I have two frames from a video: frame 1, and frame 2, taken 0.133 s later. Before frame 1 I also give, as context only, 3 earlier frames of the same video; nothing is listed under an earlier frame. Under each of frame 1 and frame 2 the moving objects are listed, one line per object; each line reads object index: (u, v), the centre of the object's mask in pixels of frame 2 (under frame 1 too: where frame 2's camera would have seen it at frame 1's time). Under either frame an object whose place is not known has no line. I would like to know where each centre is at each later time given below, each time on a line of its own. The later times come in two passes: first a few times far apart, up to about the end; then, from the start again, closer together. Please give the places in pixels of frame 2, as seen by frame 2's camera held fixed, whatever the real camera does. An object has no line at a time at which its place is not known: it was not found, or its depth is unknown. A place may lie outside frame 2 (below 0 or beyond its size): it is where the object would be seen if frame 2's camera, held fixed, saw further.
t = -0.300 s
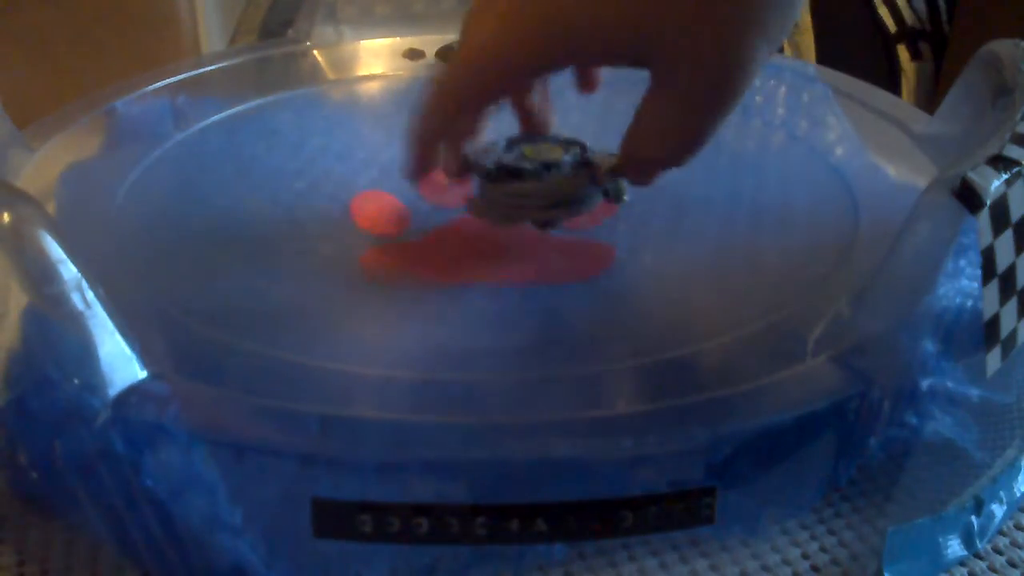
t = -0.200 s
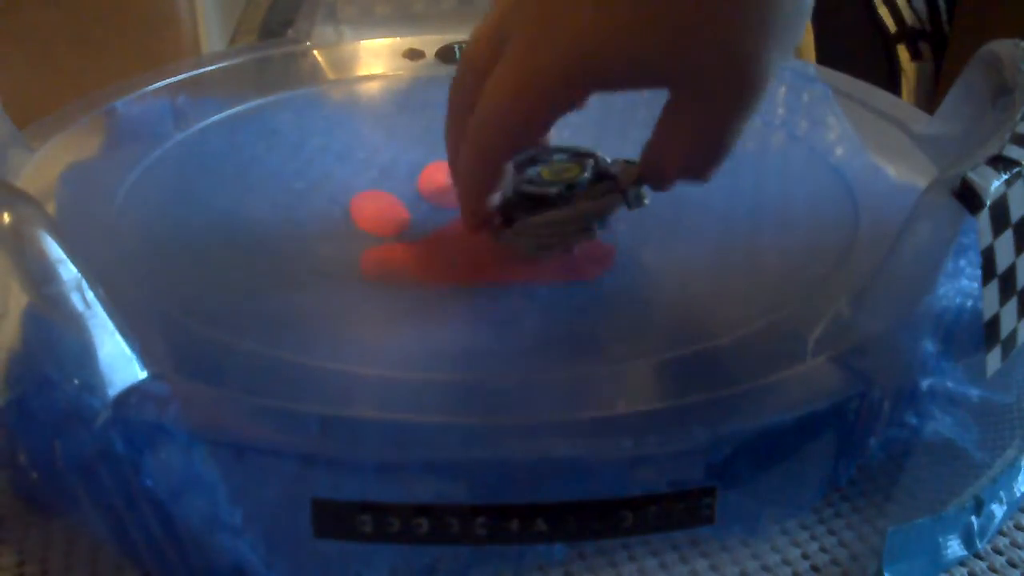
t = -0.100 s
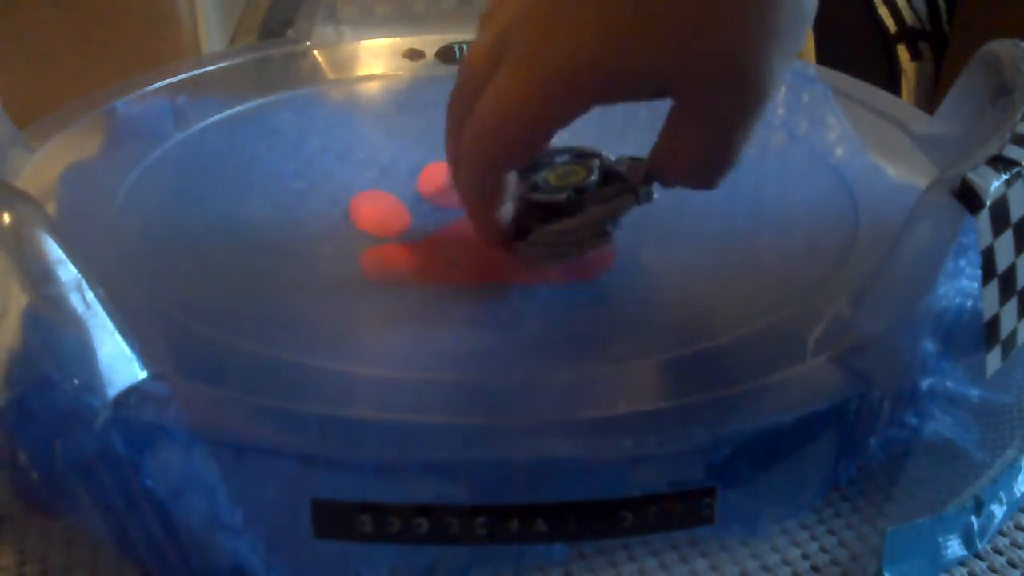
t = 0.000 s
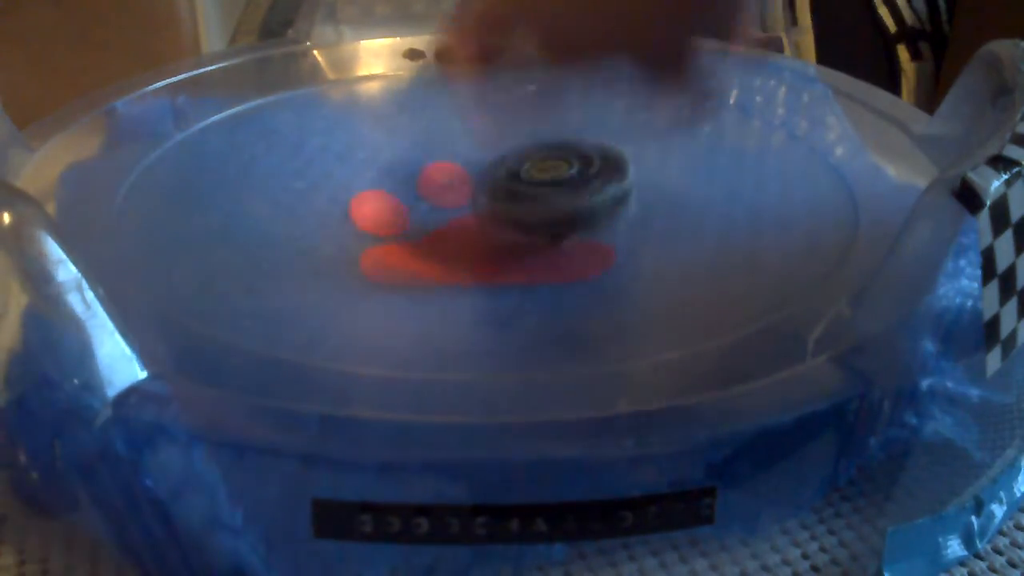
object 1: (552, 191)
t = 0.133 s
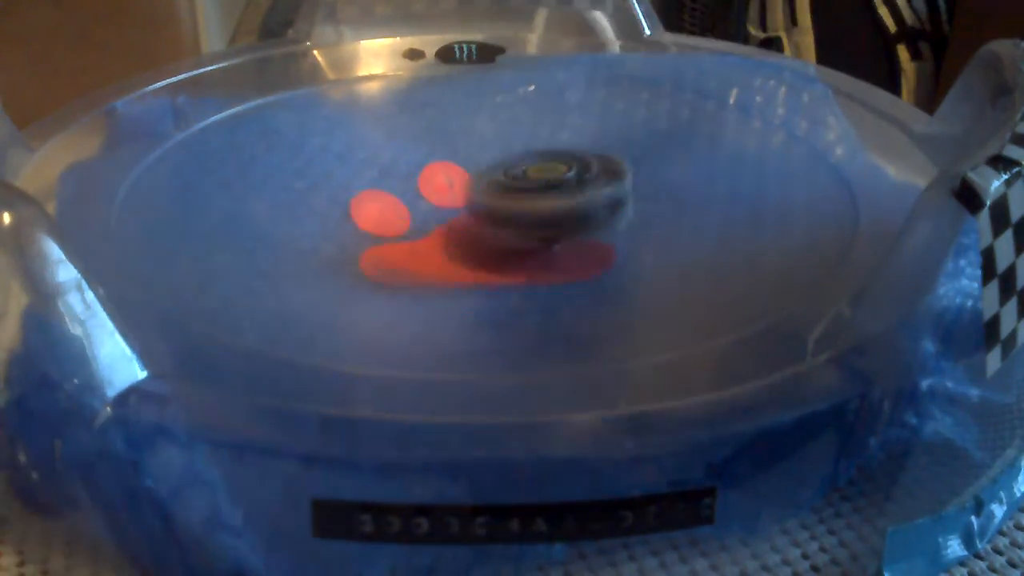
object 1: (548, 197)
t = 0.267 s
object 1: (533, 200)
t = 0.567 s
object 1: (494, 189)
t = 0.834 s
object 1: (485, 170)
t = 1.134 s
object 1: (505, 160)
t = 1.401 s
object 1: (517, 170)
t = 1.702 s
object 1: (491, 190)
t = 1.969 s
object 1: (454, 197)
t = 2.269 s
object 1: (446, 188)
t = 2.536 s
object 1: (483, 183)
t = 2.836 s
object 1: (528, 188)
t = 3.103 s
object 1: (536, 198)
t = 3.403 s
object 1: (503, 196)
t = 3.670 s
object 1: (484, 183)
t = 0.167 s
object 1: (541, 199)
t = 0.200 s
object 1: (540, 198)
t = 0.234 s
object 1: (540, 201)
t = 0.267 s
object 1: (533, 200)
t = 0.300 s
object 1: (531, 200)
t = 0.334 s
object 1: (528, 200)
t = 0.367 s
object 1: (522, 199)
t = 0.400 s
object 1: (519, 198)
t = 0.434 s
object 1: (512, 197)
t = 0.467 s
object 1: (510, 194)
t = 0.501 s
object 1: (505, 194)
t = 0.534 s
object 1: (497, 191)
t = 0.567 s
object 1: (494, 189)
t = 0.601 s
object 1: (492, 188)
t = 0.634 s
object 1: (490, 185)
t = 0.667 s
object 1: (488, 183)
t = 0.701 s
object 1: (486, 180)
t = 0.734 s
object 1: (487, 177)
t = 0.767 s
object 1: (486, 176)
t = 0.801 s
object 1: (485, 173)
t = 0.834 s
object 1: (485, 170)
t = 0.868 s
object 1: (487, 169)
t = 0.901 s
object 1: (487, 166)
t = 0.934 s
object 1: (490, 165)
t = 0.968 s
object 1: (492, 164)
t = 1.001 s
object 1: (494, 162)
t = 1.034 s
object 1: (496, 161)
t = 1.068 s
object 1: (497, 161)
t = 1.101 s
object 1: (499, 161)
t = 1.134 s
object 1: (505, 160)
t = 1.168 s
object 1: (505, 161)
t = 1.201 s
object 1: (508, 161)
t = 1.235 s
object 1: (511, 163)
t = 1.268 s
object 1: (513, 163)
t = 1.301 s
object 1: (514, 163)
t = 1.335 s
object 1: (515, 167)
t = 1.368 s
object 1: (517, 168)
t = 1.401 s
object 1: (517, 170)
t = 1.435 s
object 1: (514, 173)
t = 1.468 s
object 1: (514, 175)
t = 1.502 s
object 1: (514, 178)
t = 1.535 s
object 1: (510, 180)
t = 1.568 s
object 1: (507, 182)
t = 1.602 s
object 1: (504, 185)
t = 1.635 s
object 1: (500, 186)
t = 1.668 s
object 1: (497, 187)
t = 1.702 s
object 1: (491, 190)
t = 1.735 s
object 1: (488, 191)
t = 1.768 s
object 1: (484, 193)
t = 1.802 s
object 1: (478, 194)
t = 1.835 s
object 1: (475, 194)
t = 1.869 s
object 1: (468, 197)
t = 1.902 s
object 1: (459, 196)
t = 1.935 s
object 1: (458, 195)
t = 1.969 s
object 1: (454, 197)
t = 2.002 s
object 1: (448, 195)
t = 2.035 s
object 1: (448, 195)
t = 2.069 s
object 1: (446, 195)
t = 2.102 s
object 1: (442, 194)
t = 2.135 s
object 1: (440, 193)
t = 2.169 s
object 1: (442, 192)
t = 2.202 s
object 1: (441, 191)
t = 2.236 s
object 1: (445, 190)
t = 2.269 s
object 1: (446, 188)
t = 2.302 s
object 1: (450, 186)
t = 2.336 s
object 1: (455, 186)
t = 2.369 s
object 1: (457, 185)
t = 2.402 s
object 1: (461, 183)
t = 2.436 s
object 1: (468, 184)
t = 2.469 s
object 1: (474, 183)
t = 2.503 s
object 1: (477, 182)
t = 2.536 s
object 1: (483, 183)
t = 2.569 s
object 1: (489, 183)
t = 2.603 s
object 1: (495, 182)
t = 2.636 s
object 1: (498, 184)
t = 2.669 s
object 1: (508, 183)
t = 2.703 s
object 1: (512, 185)
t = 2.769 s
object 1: (520, 186)
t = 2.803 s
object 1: (526, 188)
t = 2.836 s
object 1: (528, 188)
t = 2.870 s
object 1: (531, 189)
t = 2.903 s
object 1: (534, 192)
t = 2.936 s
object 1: (536, 191)
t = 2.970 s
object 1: (538, 193)
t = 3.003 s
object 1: (540, 194)
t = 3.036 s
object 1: (540, 195)
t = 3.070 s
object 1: (537, 196)
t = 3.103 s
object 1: (536, 198)
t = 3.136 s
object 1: (535, 198)
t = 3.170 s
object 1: (531, 199)
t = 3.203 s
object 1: (529, 199)
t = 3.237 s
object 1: (525, 200)
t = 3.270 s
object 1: (521, 200)
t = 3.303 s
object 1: (517, 199)
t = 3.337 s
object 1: (514, 198)
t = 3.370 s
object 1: (510, 198)
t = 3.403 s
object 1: (503, 196)
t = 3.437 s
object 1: (500, 195)
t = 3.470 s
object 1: (500, 194)
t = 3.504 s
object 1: (493, 193)
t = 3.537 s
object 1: (491, 190)
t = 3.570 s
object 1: (489, 190)
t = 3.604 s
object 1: (485, 187)
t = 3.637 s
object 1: (485, 185)
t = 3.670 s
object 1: (484, 183)
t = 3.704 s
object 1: (484, 181)
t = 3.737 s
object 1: (485, 178)
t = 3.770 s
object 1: (480, 176)
